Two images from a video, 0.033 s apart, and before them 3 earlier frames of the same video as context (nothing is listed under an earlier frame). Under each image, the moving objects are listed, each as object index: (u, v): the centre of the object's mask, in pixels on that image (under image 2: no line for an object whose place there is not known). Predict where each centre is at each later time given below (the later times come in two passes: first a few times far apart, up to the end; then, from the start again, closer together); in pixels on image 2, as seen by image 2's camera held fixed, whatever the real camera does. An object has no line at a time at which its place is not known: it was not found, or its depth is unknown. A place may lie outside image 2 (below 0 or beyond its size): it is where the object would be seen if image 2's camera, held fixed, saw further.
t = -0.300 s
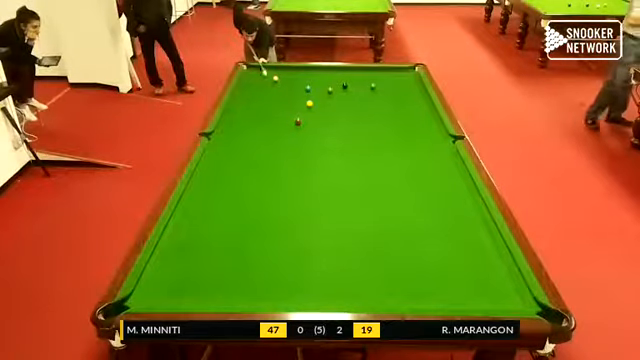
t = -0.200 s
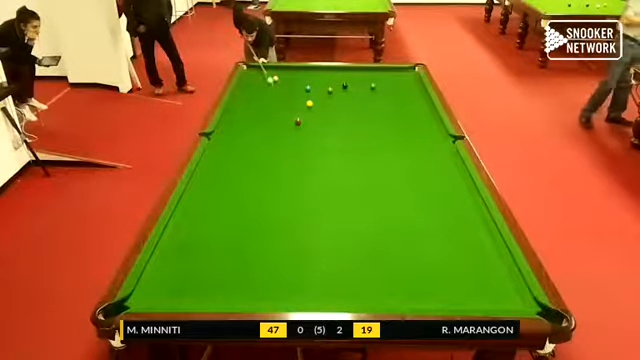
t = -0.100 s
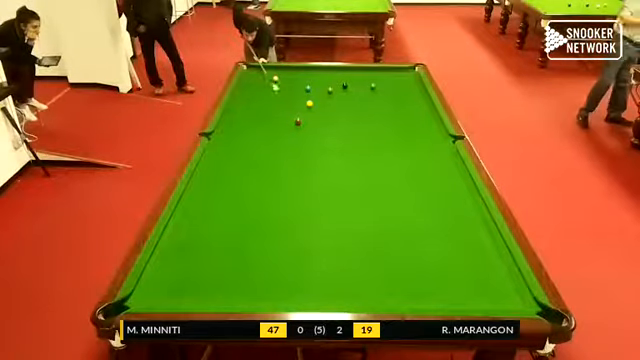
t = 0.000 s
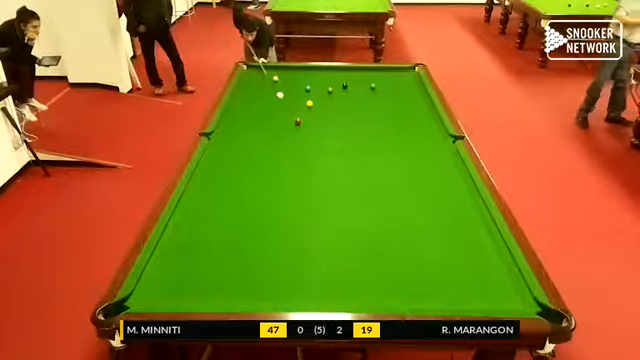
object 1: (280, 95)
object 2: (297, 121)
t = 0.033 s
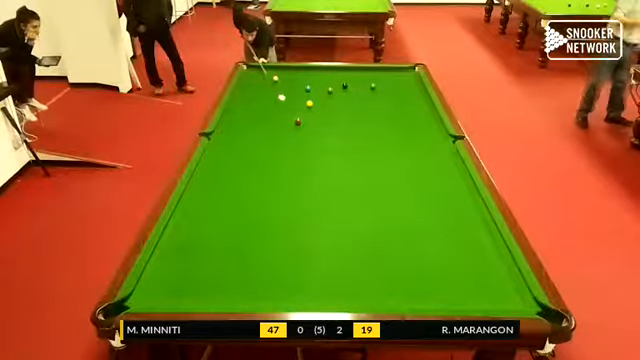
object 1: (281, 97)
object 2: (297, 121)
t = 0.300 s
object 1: (295, 118)
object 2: (299, 124)
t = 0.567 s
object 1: (296, 124)
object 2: (317, 147)
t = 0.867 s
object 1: (299, 131)
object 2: (337, 171)
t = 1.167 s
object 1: (301, 139)
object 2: (360, 200)
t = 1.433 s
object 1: (304, 146)
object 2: (384, 230)
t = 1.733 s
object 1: (307, 154)
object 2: (418, 273)
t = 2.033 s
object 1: (309, 161)
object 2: (448, 295)
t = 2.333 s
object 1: (312, 169)
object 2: (455, 265)
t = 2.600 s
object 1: (315, 176)
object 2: (461, 243)
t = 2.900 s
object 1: (317, 183)
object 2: (467, 222)
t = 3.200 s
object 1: (319, 190)
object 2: (473, 206)
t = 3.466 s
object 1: (321, 196)
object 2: (473, 192)
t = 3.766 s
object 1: (323, 202)
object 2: (463, 182)
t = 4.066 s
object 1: (324, 207)
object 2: (453, 171)
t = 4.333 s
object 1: (326, 211)
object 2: (447, 164)
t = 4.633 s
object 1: (327, 214)
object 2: (441, 158)
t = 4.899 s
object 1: (327, 218)
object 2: (433, 150)
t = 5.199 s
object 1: (327, 220)
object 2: (429, 145)
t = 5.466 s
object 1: (327, 221)
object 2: (425, 141)
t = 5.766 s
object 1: (327, 221)
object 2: (422, 137)
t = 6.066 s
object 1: (327, 221)
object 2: (419, 135)
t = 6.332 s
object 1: (327, 221)
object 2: (416, 132)
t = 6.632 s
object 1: (327, 220)
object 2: (414, 130)
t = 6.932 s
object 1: (327, 220)
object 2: (412, 128)
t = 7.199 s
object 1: (327, 220)
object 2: (412, 128)
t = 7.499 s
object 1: (327, 220)
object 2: (410, 126)
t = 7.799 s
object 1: (327, 220)
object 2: (410, 126)
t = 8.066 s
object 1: (327, 220)
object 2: (410, 125)
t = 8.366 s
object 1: (327, 220)
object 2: (410, 126)
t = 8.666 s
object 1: (327, 220)
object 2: (410, 126)
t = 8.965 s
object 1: (327, 221)
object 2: (410, 126)
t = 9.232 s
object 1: (327, 220)
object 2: (410, 125)
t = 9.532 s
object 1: (327, 221)
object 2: (410, 125)
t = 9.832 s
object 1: (327, 221)
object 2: (410, 125)
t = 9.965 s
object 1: (327, 221)
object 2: (410, 125)
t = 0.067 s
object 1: (283, 100)
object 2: (297, 121)
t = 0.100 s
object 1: (285, 103)
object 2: (297, 121)
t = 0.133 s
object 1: (287, 106)
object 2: (297, 121)
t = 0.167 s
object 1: (289, 109)
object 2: (297, 121)
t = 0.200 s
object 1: (291, 112)
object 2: (297, 121)
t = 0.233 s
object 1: (293, 115)
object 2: (297, 122)
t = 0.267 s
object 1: (295, 117)
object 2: (297, 122)
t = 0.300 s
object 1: (295, 118)
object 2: (299, 124)
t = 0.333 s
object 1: (295, 118)
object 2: (302, 128)
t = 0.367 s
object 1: (295, 119)
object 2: (304, 131)
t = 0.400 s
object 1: (295, 119)
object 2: (307, 134)
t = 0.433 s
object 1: (295, 120)
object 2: (309, 138)
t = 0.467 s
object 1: (295, 121)
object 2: (311, 138)
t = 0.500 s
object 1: (296, 122)
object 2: (314, 141)
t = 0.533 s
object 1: (296, 123)
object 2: (315, 144)
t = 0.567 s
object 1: (296, 124)
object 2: (317, 147)
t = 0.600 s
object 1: (297, 125)
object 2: (318, 148)
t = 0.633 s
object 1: (297, 126)
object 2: (321, 152)
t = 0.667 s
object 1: (297, 126)
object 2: (323, 155)
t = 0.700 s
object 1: (298, 127)
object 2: (325, 158)
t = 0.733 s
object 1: (298, 128)
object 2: (327, 161)
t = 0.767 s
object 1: (298, 129)
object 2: (330, 163)
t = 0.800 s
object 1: (298, 130)
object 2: (332, 165)
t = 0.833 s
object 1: (299, 131)
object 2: (334, 168)
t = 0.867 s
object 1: (299, 131)
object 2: (337, 171)
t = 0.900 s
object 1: (299, 132)
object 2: (339, 173)
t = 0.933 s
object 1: (299, 133)
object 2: (341, 177)
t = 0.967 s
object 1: (300, 134)
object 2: (344, 180)
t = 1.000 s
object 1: (300, 135)
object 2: (346, 183)
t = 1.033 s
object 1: (301, 136)
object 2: (349, 187)
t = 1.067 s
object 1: (301, 137)
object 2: (351, 190)
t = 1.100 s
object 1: (301, 138)
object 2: (354, 193)
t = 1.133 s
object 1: (301, 138)
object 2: (357, 196)
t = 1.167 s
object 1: (301, 139)
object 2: (360, 200)
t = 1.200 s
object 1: (302, 140)
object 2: (362, 203)
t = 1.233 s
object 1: (302, 141)
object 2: (365, 207)
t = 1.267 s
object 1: (302, 142)
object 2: (368, 210)
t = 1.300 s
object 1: (303, 143)
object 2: (371, 214)
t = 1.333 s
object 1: (303, 144)
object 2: (375, 218)
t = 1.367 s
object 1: (303, 145)
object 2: (378, 223)
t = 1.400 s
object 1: (304, 146)
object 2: (381, 226)
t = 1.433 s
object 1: (304, 146)
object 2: (384, 230)
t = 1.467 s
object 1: (304, 147)
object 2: (388, 234)
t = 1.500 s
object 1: (305, 148)
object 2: (391, 239)
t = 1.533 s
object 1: (305, 149)
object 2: (395, 243)
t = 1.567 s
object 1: (305, 150)
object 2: (397, 247)
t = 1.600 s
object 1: (305, 151)
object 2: (401, 252)
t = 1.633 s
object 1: (305, 152)
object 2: (405, 257)
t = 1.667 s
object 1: (306, 152)
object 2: (409, 262)
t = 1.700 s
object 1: (306, 153)
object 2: (413, 266)
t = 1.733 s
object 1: (307, 154)
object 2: (418, 273)
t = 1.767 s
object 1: (307, 155)
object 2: (422, 278)
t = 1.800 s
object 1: (307, 156)
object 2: (426, 283)
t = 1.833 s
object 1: (307, 157)
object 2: (431, 289)
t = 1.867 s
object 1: (308, 157)
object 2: (435, 294)
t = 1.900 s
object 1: (308, 158)
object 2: (440, 300)
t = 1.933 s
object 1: (309, 159)
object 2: (445, 303)
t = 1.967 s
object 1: (309, 160)
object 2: (446, 303)
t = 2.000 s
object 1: (309, 161)
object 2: (447, 300)
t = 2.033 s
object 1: (309, 161)
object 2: (448, 295)
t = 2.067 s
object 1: (310, 161)
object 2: (448, 291)
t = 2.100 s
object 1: (310, 163)
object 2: (449, 288)
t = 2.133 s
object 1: (310, 165)
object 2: (450, 284)
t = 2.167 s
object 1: (311, 165)
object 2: (451, 281)
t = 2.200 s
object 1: (311, 166)
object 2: (452, 277)
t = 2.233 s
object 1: (311, 167)
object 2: (453, 274)
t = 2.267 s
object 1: (312, 168)
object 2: (454, 271)
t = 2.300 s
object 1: (312, 169)
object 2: (454, 268)
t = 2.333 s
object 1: (312, 169)
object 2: (455, 265)
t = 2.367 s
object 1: (313, 170)
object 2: (456, 262)
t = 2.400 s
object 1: (313, 171)
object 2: (457, 259)
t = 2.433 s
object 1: (313, 172)
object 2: (458, 256)
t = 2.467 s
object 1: (313, 173)
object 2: (458, 254)
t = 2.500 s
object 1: (313, 174)
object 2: (459, 251)
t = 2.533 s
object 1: (314, 174)
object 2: (460, 248)
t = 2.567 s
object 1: (314, 175)
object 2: (461, 245)
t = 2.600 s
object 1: (315, 176)
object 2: (461, 243)
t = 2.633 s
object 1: (315, 177)
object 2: (462, 241)
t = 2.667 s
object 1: (315, 178)
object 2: (462, 238)
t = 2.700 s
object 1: (315, 179)
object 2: (463, 236)
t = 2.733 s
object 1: (316, 179)
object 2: (464, 233)
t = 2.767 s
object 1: (316, 180)
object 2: (464, 231)
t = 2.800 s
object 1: (316, 181)
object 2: (465, 229)
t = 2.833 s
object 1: (316, 182)
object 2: (466, 227)
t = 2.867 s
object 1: (317, 183)
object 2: (466, 225)
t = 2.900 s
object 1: (317, 183)
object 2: (467, 222)
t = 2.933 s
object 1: (317, 184)
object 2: (467, 221)
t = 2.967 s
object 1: (318, 185)
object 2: (468, 218)
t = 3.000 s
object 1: (318, 186)
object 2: (469, 217)
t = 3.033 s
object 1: (318, 186)
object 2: (470, 216)
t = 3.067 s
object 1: (318, 187)
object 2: (470, 214)
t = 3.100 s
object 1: (319, 188)
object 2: (470, 212)
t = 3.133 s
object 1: (319, 189)
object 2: (472, 209)
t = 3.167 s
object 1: (319, 190)
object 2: (472, 208)
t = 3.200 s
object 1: (319, 190)
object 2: (473, 206)
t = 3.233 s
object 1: (320, 191)
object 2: (473, 204)
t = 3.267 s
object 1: (320, 192)
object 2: (473, 203)
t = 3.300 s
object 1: (320, 192)
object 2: (474, 201)
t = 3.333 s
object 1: (320, 193)
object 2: (475, 199)
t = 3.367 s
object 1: (320, 194)
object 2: (475, 198)
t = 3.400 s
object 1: (321, 194)
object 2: (476, 196)
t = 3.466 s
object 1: (321, 196)
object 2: (473, 192)
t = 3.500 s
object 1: (321, 196)
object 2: (472, 191)
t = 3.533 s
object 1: (322, 197)
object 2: (471, 189)
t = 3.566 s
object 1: (322, 198)
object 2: (471, 188)
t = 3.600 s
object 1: (322, 199)
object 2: (470, 187)
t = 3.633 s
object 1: (322, 199)
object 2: (470, 186)
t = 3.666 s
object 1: (322, 200)
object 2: (469, 184)
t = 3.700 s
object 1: (323, 200)
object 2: (466, 183)
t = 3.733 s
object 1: (323, 201)
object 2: (463, 182)
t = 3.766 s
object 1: (323, 202)
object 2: (463, 182)
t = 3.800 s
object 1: (323, 202)
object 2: (462, 180)
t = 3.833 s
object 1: (324, 203)
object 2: (461, 179)
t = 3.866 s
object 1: (324, 203)
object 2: (460, 178)
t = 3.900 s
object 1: (324, 204)
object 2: (459, 177)
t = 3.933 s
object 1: (324, 205)
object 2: (458, 176)
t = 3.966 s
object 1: (324, 205)
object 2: (457, 176)
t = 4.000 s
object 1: (324, 206)
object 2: (456, 174)
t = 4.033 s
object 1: (324, 206)
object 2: (455, 173)
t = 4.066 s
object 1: (324, 207)
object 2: (453, 171)
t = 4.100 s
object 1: (325, 207)
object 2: (453, 171)
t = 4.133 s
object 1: (325, 208)
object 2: (451, 170)
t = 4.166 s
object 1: (325, 208)
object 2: (450, 169)
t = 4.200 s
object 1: (325, 209)
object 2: (449, 168)
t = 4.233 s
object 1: (325, 209)
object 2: (449, 167)
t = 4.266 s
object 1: (326, 209)
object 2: (448, 166)
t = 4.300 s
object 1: (326, 211)
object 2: (447, 165)
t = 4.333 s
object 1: (326, 211)
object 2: (447, 164)
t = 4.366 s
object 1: (326, 211)
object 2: (445, 163)
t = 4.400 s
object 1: (326, 211)
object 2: (444, 163)
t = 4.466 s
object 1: (326, 213)
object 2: (443, 162)
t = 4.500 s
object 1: (326, 213)
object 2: (443, 162)
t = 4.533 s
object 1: (326, 213)
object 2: (442, 160)
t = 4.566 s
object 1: (326, 214)
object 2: (441, 159)
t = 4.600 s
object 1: (326, 214)
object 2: (441, 158)
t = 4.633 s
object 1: (327, 214)
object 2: (441, 158)
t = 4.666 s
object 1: (327, 215)
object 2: (439, 156)
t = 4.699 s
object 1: (327, 216)
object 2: (436, 154)
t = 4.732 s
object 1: (327, 216)
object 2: (436, 154)
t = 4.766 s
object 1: (327, 217)
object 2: (436, 153)
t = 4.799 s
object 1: (327, 217)
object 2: (436, 153)
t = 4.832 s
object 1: (327, 217)
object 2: (435, 152)
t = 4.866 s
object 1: (327, 217)
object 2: (434, 152)
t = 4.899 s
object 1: (327, 218)
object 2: (433, 150)
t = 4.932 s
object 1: (327, 218)
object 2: (433, 150)
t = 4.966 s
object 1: (327, 218)
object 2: (433, 150)
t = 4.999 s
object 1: (327, 219)
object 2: (432, 149)
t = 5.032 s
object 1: (327, 219)
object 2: (432, 149)
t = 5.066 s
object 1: (327, 219)
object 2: (431, 148)
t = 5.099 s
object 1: (327, 219)
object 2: (430, 147)
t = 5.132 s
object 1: (327, 219)
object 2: (430, 147)
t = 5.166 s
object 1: (327, 220)
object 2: (430, 147)
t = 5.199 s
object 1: (327, 220)
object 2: (429, 145)
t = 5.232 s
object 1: (327, 220)
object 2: (429, 145)
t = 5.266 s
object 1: (327, 220)
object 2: (429, 144)
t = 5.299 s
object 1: (327, 220)
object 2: (428, 144)
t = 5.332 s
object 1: (327, 220)
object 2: (427, 143)
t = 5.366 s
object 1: (327, 220)
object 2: (426, 142)
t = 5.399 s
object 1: (327, 220)
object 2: (426, 142)
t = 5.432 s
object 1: (327, 220)
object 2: (425, 142)
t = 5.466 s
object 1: (327, 221)
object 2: (425, 141)
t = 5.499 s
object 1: (327, 221)
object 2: (424, 141)
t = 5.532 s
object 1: (327, 221)
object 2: (424, 140)
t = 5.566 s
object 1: (327, 221)
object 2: (424, 140)
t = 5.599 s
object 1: (327, 221)
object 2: (424, 140)
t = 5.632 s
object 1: (327, 221)
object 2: (423, 139)
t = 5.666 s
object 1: (327, 221)
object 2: (423, 139)
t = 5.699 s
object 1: (327, 221)
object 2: (422, 138)
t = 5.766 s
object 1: (327, 221)
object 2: (422, 137)
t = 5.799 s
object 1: (327, 221)
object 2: (421, 137)
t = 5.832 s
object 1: (327, 221)
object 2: (421, 137)
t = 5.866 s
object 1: (327, 221)
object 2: (421, 137)
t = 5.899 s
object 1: (327, 221)
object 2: (420, 136)
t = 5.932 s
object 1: (327, 221)
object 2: (420, 136)
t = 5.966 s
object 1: (327, 221)
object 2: (420, 136)
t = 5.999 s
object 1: (327, 221)
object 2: (420, 135)
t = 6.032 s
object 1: (327, 221)
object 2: (419, 135)
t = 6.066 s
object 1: (327, 221)
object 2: (419, 135)
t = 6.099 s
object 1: (327, 220)
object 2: (418, 134)
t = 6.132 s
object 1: (327, 220)
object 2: (418, 134)
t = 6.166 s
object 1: (327, 220)
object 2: (417, 134)
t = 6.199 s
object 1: (327, 220)
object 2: (417, 133)
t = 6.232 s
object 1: (327, 220)
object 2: (417, 133)
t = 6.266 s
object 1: (327, 221)
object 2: (417, 133)
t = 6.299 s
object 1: (327, 221)
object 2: (416, 132)
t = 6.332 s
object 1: (327, 221)
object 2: (416, 132)
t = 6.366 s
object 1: (327, 221)
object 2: (416, 132)
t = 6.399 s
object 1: (327, 220)
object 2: (416, 132)
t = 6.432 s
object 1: (327, 220)
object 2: (415, 131)
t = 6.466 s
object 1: (327, 220)
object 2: (415, 131)
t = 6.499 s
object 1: (327, 220)
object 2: (415, 131)
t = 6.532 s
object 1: (327, 220)
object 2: (415, 131)
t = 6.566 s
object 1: (327, 220)
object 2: (415, 131)
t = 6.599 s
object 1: (327, 220)
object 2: (415, 131)
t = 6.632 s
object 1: (327, 220)
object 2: (414, 130)
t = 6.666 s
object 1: (327, 220)
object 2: (414, 130)
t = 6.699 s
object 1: (327, 220)
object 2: (414, 129)
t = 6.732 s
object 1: (327, 220)
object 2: (414, 129)
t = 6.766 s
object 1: (327, 220)
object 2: (414, 129)
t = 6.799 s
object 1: (327, 220)
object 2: (413, 129)
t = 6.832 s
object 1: (327, 220)
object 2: (413, 129)
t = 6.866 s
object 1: (327, 220)
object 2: (412, 128)
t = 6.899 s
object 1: (327, 220)
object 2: (412, 128)
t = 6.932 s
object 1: (327, 220)
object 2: (412, 128)
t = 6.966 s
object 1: (327, 220)
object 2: (412, 128)
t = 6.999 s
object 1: (327, 220)
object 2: (412, 128)
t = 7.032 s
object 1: (327, 220)
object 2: (412, 128)
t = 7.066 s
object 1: (327, 220)
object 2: (412, 128)
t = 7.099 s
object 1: (327, 220)
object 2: (412, 127)
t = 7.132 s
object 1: (327, 220)
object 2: (412, 127)
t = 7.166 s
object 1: (327, 220)
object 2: (412, 128)
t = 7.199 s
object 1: (327, 220)
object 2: (412, 128)
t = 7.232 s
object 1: (327, 220)
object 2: (412, 127)
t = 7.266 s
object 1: (327, 220)
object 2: (411, 127)
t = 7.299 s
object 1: (327, 220)
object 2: (411, 127)
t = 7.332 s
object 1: (327, 220)
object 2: (411, 127)
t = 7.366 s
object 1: (327, 220)
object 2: (411, 127)
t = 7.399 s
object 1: (327, 220)
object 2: (411, 127)
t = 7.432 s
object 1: (327, 220)
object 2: (411, 126)
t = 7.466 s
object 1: (327, 220)
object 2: (410, 126)
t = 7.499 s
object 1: (327, 220)
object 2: (410, 126)
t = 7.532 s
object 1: (327, 220)
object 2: (410, 126)
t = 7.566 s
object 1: (327, 220)
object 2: (410, 126)
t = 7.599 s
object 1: (327, 220)
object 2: (410, 126)
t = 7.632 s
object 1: (327, 220)
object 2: (410, 126)
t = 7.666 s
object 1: (327, 220)
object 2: (410, 126)
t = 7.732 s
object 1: (327, 220)
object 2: (410, 126)
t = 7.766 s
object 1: (327, 220)
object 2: (410, 126)
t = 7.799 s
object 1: (327, 220)
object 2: (410, 126)
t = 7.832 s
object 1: (327, 220)
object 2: (410, 126)
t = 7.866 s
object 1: (327, 220)
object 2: (410, 126)
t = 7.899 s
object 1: (327, 220)
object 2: (410, 126)
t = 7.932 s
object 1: (327, 220)
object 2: (410, 126)
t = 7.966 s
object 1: (327, 220)
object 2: (410, 125)
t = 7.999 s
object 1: (327, 220)
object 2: (410, 125)
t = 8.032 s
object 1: (327, 220)
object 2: (410, 125)
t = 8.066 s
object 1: (327, 220)
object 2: (410, 125)
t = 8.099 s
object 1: (327, 220)
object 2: (410, 125)
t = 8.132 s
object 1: (327, 220)
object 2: (410, 125)
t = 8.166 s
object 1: (327, 220)
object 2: (410, 126)
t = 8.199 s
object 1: (327, 220)
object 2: (410, 126)
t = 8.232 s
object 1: (327, 220)
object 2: (410, 126)
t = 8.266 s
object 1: (327, 220)
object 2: (410, 125)
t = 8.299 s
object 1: (327, 220)
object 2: (410, 126)
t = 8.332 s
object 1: (327, 220)
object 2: (410, 126)
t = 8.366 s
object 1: (327, 220)
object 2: (410, 126)
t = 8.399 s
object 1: (327, 220)
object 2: (410, 125)
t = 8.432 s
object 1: (327, 220)
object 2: (410, 126)
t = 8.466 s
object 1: (327, 220)
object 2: (410, 126)
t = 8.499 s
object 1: (327, 220)
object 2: (410, 126)
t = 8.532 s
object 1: (327, 220)
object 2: (410, 126)
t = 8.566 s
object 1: (327, 220)
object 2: (410, 126)
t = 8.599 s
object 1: (327, 220)
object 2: (410, 126)
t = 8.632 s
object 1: (327, 220)
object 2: (410, 126)
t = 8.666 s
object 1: (327, 220)
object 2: (410, 126)
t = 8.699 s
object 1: (327, 220)
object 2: (410, 126)
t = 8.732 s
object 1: (327, 220)
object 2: (410, 126)
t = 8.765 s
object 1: (327, 220)
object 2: (410, 126)
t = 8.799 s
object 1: (327, 220)
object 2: (410, 126)
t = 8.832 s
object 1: (327, 221)
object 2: (410, 126)
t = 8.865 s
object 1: (327, 221)
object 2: (410, 126)
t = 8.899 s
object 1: (327, 221)
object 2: (410, 126)
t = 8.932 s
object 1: (327, 221)
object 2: (410, 126)
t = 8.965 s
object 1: (327, 221)
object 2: (410, 126)
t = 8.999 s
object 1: (327, 221)
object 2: (410, 126)
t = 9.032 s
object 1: (327, 221)
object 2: (410, 126)
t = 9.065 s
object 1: (327, 221)
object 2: (410, 126)
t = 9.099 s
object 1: (327, 221)
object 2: (410, 126)
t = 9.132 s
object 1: (327, 220)
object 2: (410, 125)
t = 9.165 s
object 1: (327, 220)
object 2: (410, 125)
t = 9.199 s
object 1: (327, 220)
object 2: (410, 125)
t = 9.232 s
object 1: (327, 220)
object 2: (410, 125)
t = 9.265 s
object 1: (327, 220)
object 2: (410, 125)
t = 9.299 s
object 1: (327, 220)
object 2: (410, 125)
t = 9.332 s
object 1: (327, 221)
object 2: (410, 125)
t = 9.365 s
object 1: (327, 221)
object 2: (410, 125)
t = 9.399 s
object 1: (327, 221)
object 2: (410, 126)
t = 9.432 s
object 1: (327, 221)
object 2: (410, 125)
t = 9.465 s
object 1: (327, 221)
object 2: (410, 126)
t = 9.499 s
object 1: (327, 221)
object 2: (410, 126)
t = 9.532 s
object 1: (327, 221)
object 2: (410, 125)
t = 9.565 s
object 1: (327, 221)
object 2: (410, 125)
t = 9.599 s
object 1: (327, 221)
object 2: (410, 125)
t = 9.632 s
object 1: (327, 221)
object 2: (410, 125)
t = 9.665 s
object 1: (327, 221)
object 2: (410, 125)
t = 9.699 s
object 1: (327, 221)
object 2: (410, 125)
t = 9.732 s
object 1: (327, 221)
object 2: (410, 125)
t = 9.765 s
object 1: (327, 221)
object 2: (410, 125)
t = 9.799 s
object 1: (327, 221)
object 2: (410, 125)
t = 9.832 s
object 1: (327, 221)
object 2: (410, 125)
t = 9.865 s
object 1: (327, 221)
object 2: (410, 125)
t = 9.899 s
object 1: (327, 221)
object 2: (410, 125)
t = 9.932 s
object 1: (327, 221)
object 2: (410, 125)
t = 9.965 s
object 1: (327, 221)
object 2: (410, 125)
